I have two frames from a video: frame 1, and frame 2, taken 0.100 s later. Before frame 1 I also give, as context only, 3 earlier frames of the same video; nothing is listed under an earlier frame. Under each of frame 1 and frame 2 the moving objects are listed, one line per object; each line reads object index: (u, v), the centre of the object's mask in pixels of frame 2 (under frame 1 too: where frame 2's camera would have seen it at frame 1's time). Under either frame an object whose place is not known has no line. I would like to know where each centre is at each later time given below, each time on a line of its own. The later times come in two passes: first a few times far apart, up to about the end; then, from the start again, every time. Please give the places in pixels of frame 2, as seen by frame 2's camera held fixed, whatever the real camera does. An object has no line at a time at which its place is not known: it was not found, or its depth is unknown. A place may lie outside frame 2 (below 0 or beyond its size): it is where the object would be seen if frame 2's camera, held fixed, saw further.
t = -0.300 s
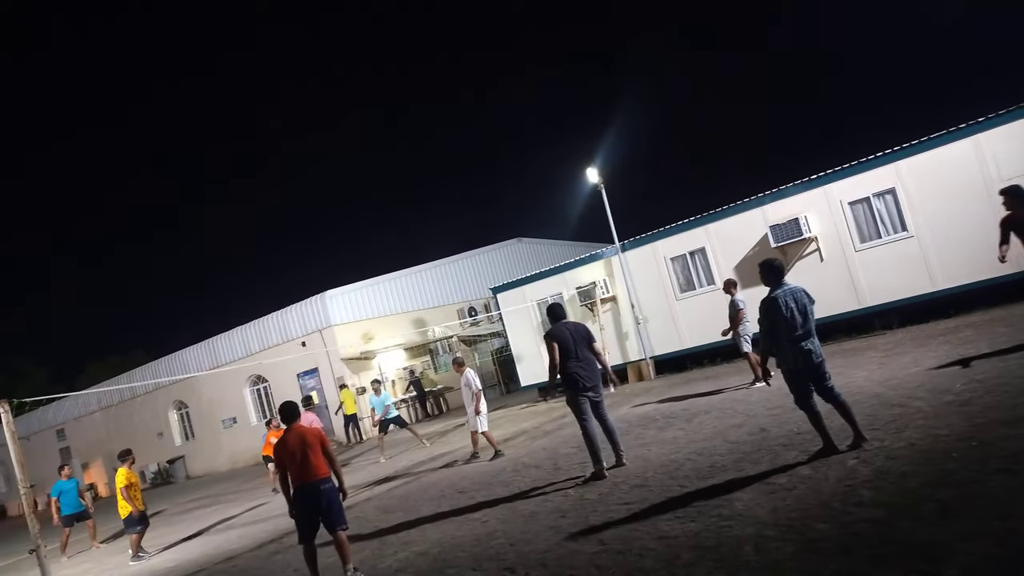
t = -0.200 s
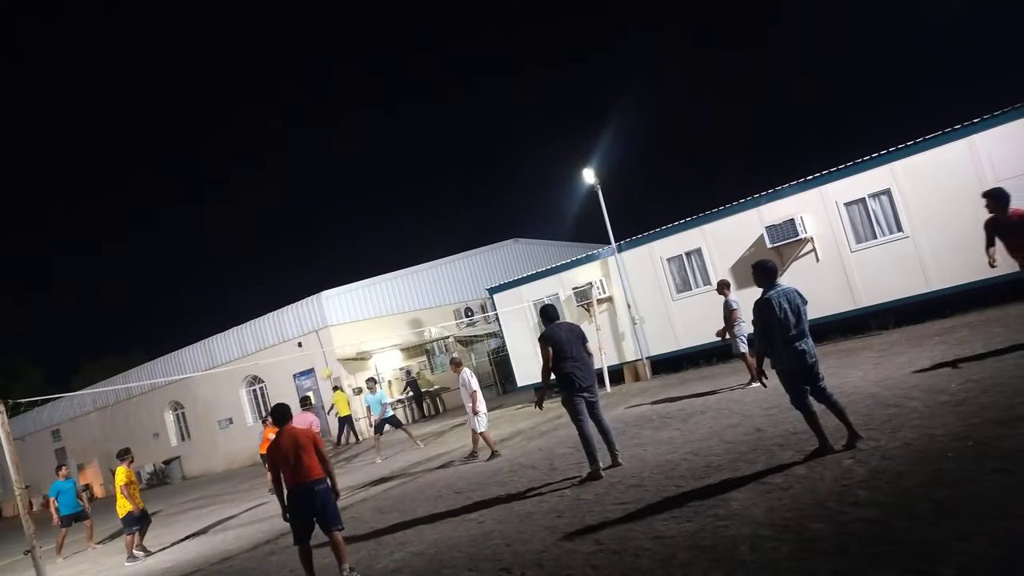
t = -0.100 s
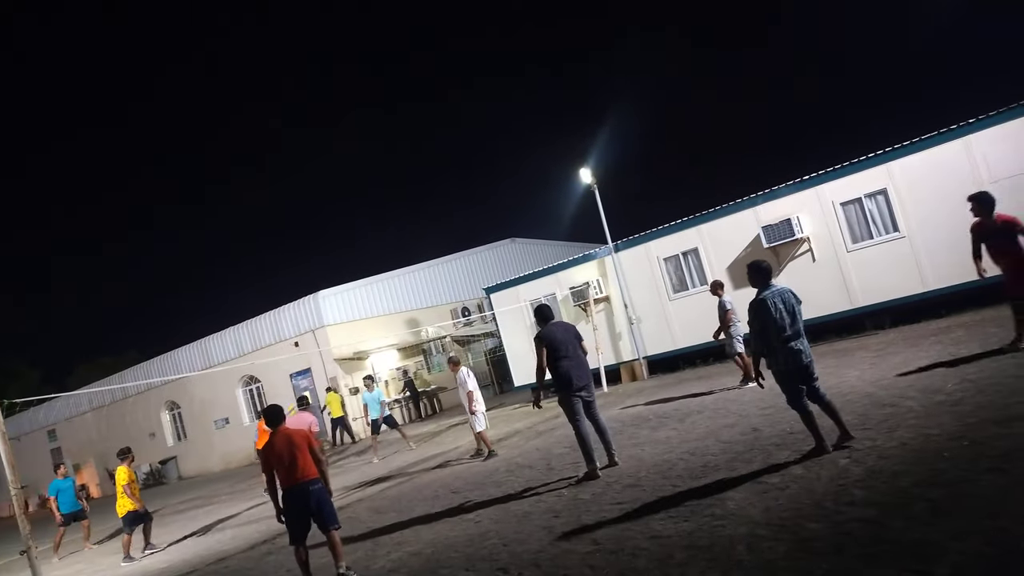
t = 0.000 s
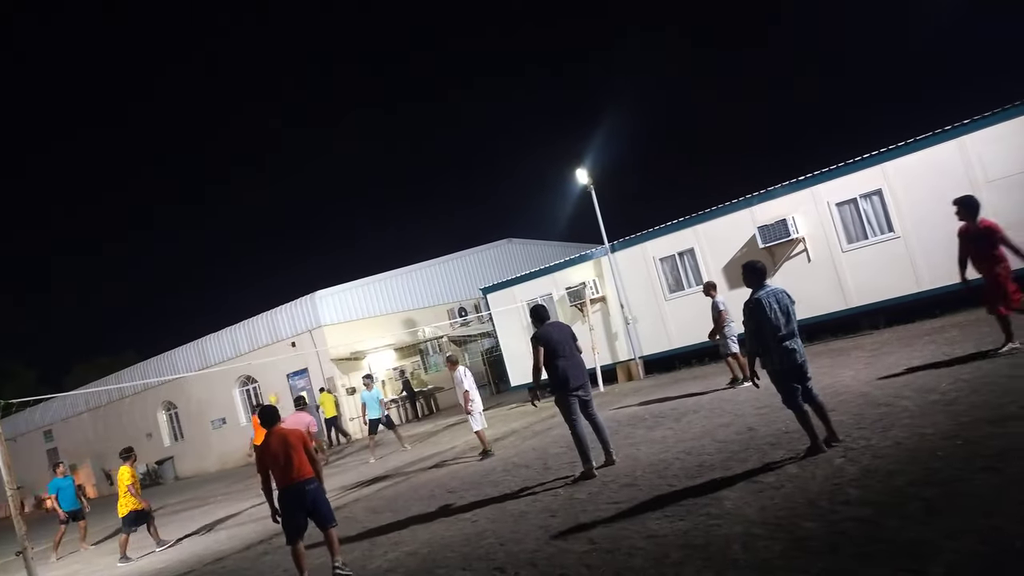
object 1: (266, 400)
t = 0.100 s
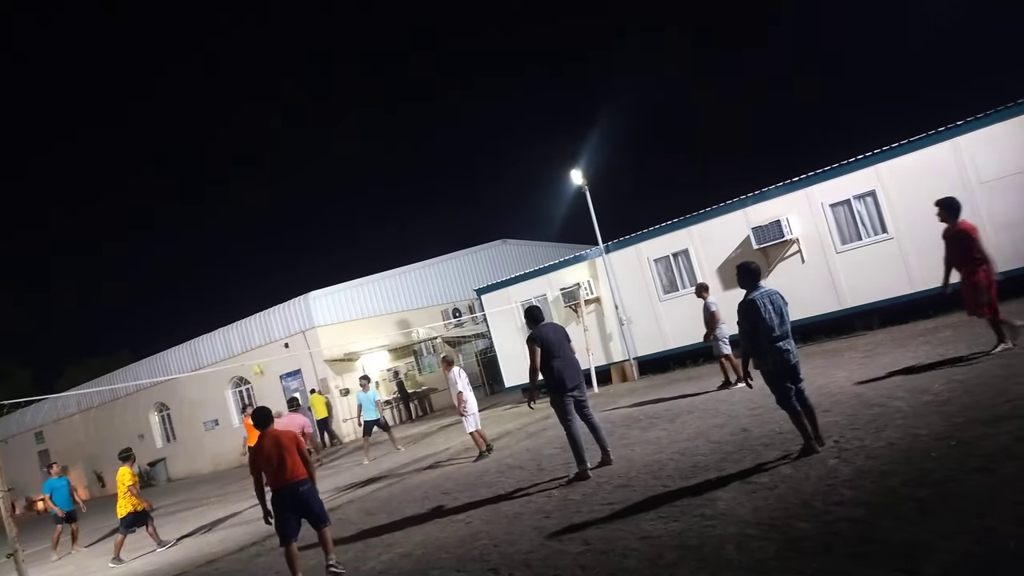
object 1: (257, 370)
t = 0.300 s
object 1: (243, 324)
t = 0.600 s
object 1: (228, 288)
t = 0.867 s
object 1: (223, 295)
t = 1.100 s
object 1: (229, 339)
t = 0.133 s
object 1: (256, 363)
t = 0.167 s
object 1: (254, 353)
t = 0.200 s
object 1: (251, 345)
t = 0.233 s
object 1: (248, 338)
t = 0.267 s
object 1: (246, 331)
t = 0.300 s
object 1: (243, 324)
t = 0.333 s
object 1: (241, 317)
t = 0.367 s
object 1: (239, 312)
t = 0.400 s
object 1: (237, 307)
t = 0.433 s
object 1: (235, 303)
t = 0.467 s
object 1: (234, 299)
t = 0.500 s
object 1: (232, 296)
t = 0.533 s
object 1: (231, 292)
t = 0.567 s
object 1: (230, 290)
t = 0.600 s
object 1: (228, 288)
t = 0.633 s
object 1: (227, 287)
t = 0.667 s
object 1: (226, 286)
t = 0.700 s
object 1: (225, 286)
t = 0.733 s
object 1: (224, 287)
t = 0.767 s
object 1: (224, 288)
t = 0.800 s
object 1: (224, 290)
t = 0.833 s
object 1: (224, 292)
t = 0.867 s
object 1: (223, 295)
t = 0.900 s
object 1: (223, 299)
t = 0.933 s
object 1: (224, 304)
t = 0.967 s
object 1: (224, 309)
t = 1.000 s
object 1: (225, 316)
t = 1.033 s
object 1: (226, 322)
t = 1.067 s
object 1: (226, 329)
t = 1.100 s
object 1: (229, 339)
